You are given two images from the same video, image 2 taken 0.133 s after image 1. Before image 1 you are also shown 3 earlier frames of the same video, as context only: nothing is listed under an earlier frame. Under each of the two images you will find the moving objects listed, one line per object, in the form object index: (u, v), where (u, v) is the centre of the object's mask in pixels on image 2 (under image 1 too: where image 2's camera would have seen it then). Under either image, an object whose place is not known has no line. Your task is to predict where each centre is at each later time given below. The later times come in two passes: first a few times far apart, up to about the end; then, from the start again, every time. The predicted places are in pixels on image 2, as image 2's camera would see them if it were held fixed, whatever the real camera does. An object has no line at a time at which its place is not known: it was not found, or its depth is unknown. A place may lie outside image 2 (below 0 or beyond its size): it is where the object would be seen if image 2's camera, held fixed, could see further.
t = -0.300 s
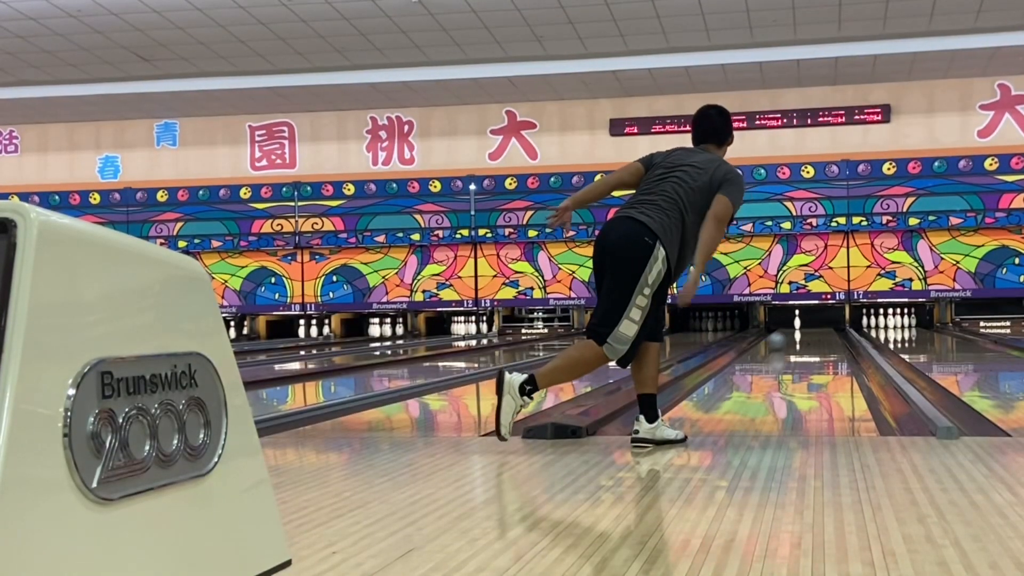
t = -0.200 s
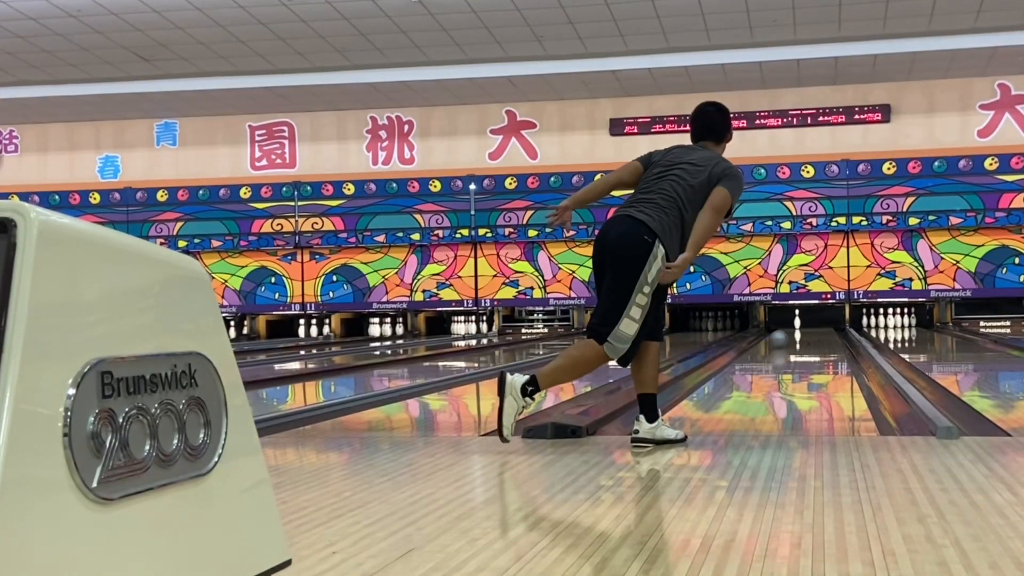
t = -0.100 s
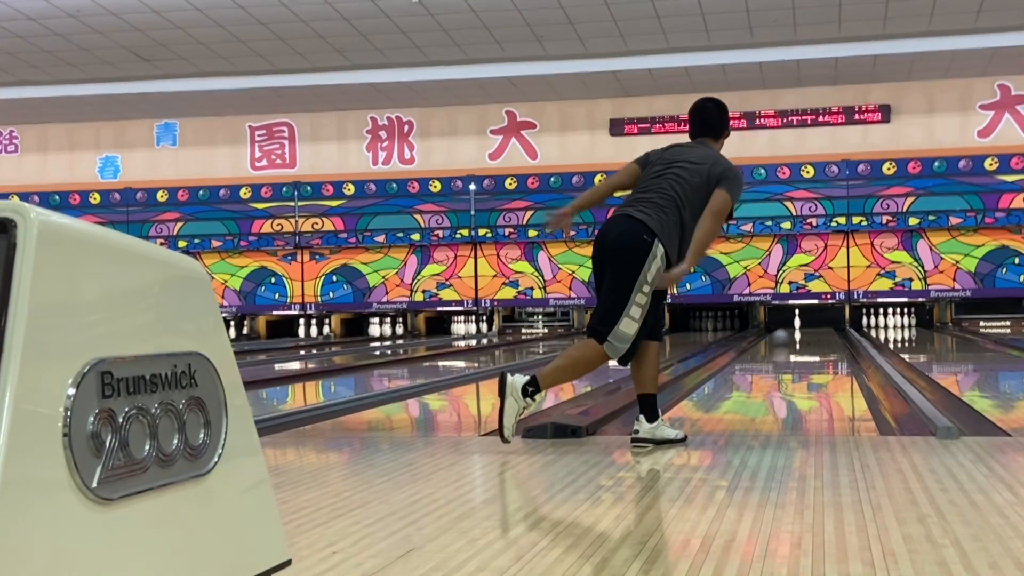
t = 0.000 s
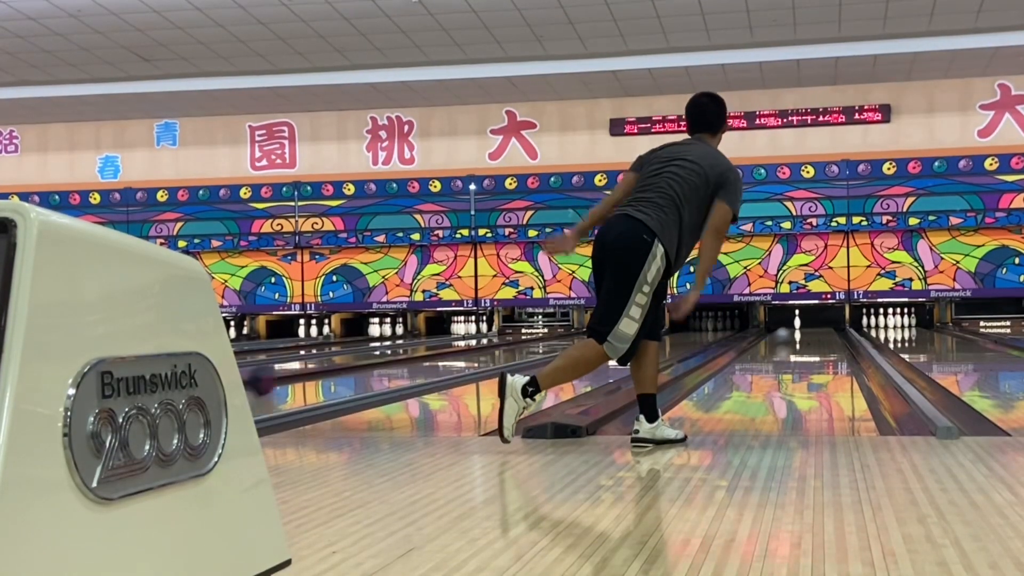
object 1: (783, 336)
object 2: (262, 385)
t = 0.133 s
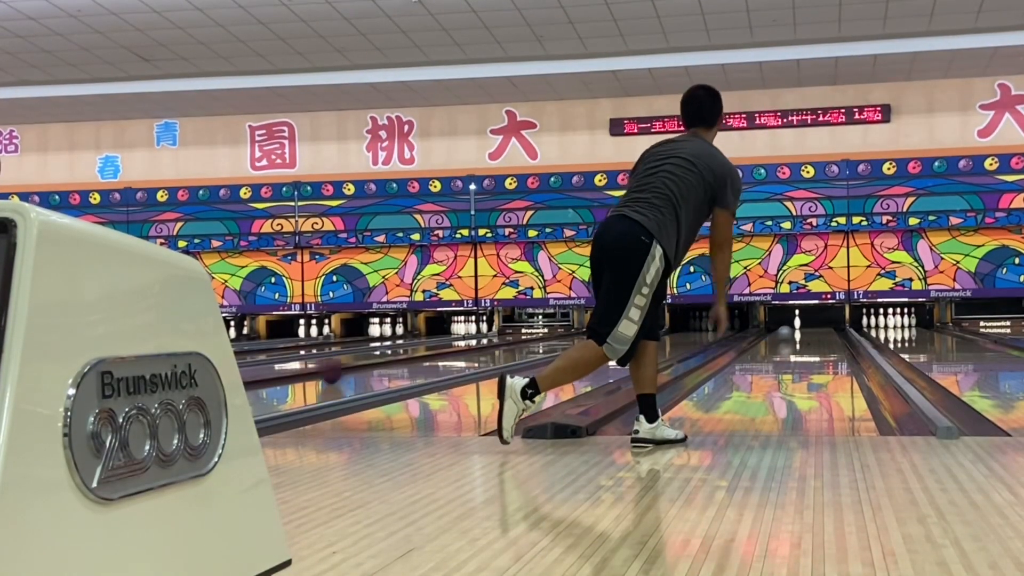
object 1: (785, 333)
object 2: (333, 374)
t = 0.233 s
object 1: (787, 332)
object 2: (373, 368)
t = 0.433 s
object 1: (788, 330)
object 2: (437, 358)
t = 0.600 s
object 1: (789, 328)
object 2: (478, 349)
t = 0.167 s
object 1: (786, 333)
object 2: (349, 373)
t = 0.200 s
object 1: (786, 333)
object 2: (360, 371)
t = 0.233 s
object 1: (787, 332)
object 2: (373, 368)
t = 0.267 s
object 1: (787, 332)
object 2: (384, 362)
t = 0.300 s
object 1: (787, 331)
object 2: (396, 361)
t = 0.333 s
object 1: (787, 331)
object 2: (408, 360)
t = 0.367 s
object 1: (788, 330)
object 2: (418, 359)
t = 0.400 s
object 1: (788, 330)
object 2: (427, 357)
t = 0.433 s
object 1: (788, 330)
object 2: (437, 358)
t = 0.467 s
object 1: (788, 329)
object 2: (447, 356)
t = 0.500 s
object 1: (789, 329)
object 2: (455, 352)
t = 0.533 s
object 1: (789, 329)
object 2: (462, 351)
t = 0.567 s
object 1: (789, 328)
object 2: (470, 350)
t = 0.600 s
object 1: (789, 328)
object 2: (478, 349)
